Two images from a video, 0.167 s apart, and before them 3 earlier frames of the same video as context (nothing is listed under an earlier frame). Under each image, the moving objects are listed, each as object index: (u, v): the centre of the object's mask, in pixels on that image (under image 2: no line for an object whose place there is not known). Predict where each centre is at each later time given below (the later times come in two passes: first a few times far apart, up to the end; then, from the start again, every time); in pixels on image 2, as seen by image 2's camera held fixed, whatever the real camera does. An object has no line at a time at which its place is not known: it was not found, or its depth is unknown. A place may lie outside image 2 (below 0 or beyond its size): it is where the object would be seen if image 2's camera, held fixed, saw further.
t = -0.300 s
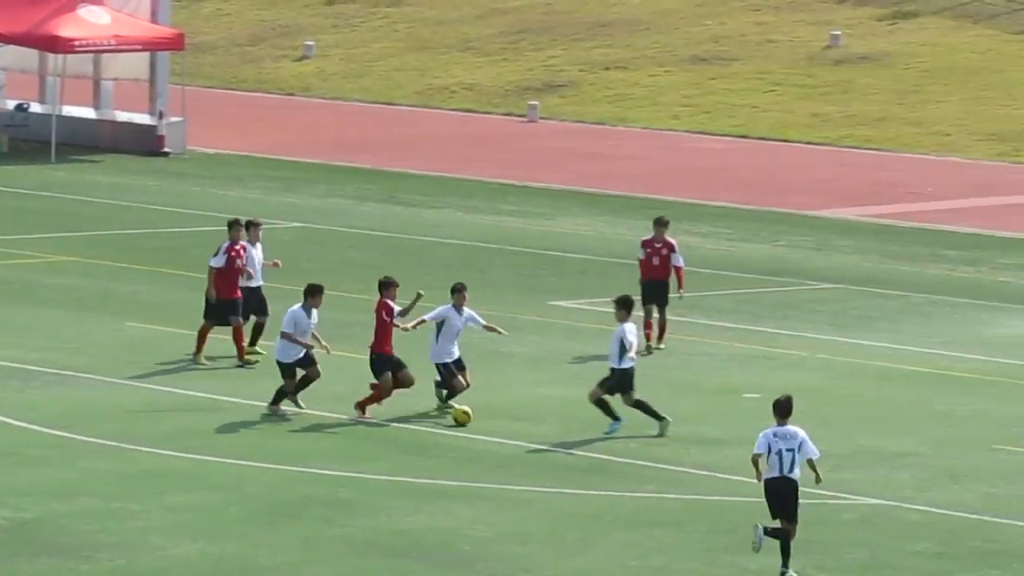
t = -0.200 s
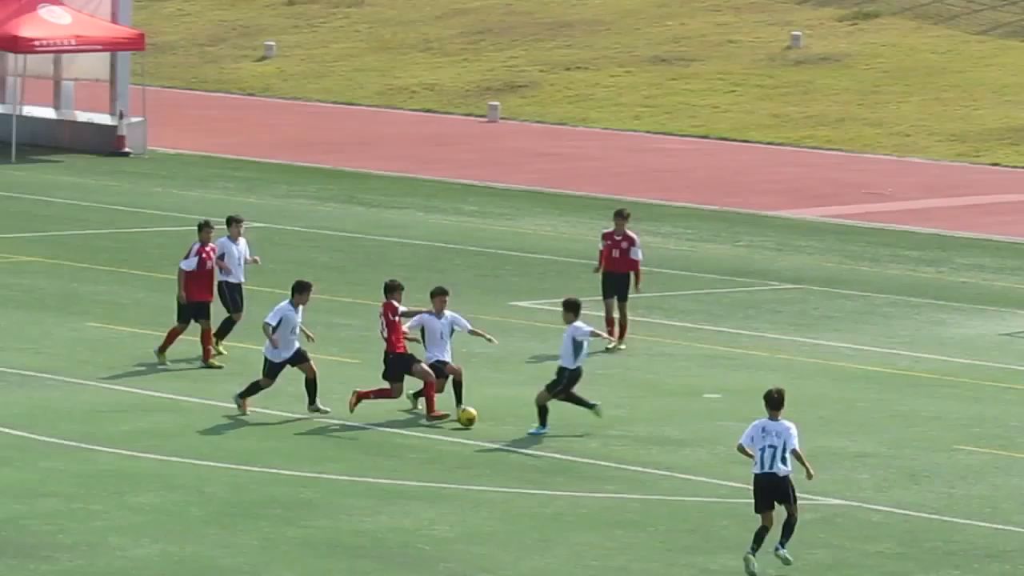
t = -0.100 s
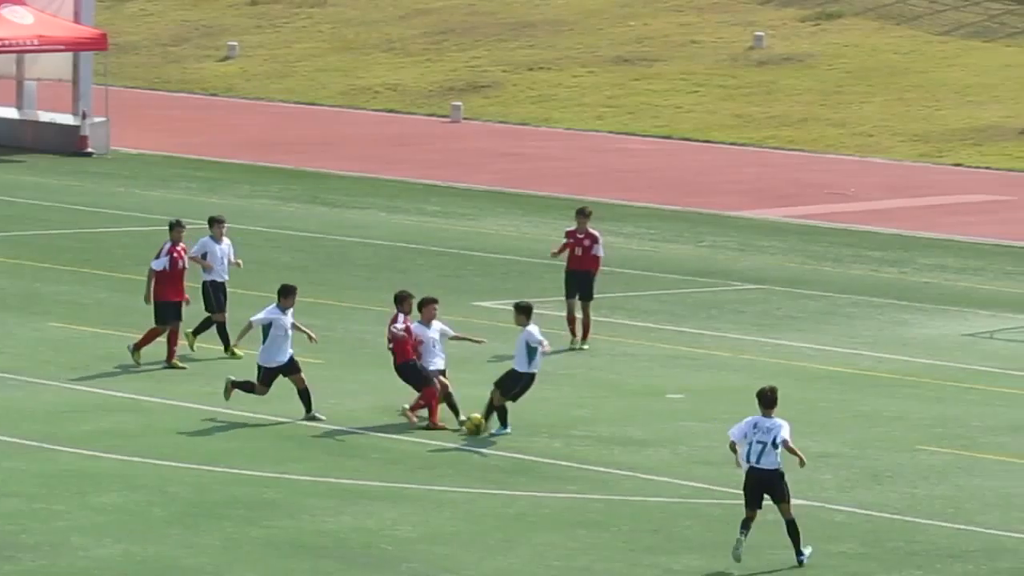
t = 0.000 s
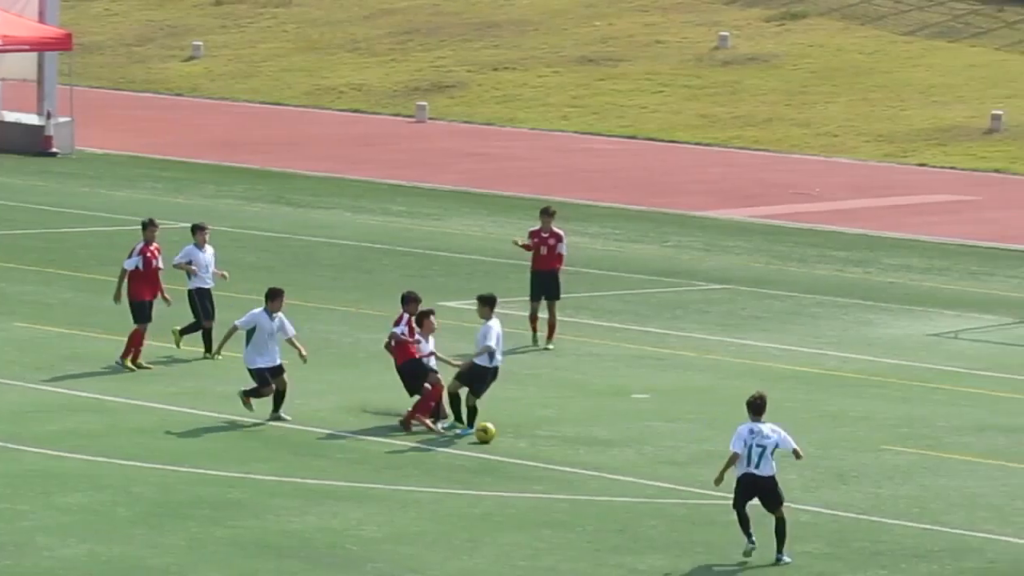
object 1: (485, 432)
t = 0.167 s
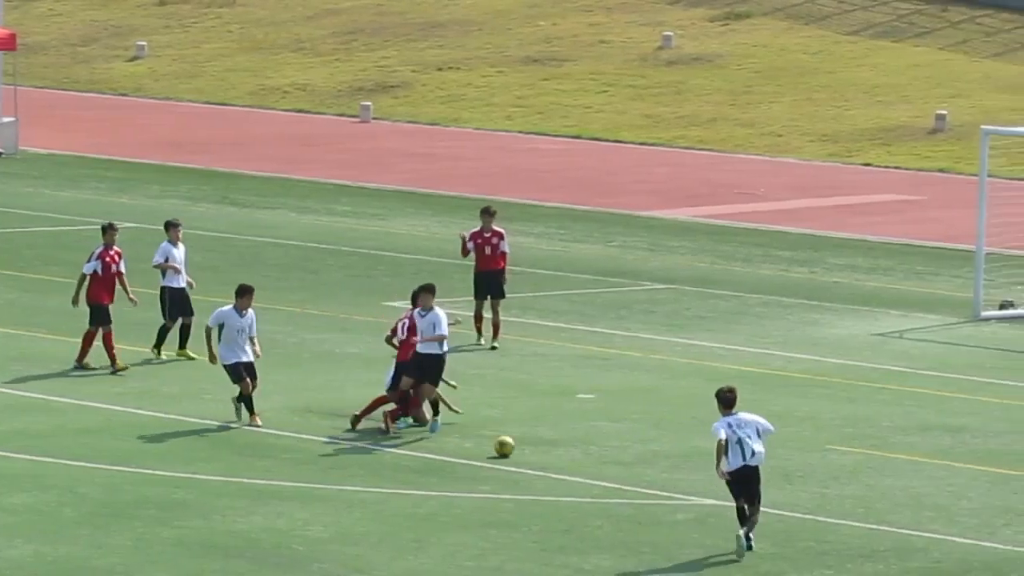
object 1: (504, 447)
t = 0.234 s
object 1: (532, 450)
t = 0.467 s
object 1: (633, 469)
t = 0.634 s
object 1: (706, 482)
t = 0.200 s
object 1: (518, 448)
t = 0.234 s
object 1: (532, 450)
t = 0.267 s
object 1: (547, 454)
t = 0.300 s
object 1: (561, 456)
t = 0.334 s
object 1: (575, 457)
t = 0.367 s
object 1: (590, 460)
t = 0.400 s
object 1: (604, 464)
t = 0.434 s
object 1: (619, 467)
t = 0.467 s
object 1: (633, 469)
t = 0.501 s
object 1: (648, 472)
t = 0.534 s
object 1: (662, 475)
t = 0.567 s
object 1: (677, 477)
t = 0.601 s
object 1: (691, 480)
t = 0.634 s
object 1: (706, 482)
